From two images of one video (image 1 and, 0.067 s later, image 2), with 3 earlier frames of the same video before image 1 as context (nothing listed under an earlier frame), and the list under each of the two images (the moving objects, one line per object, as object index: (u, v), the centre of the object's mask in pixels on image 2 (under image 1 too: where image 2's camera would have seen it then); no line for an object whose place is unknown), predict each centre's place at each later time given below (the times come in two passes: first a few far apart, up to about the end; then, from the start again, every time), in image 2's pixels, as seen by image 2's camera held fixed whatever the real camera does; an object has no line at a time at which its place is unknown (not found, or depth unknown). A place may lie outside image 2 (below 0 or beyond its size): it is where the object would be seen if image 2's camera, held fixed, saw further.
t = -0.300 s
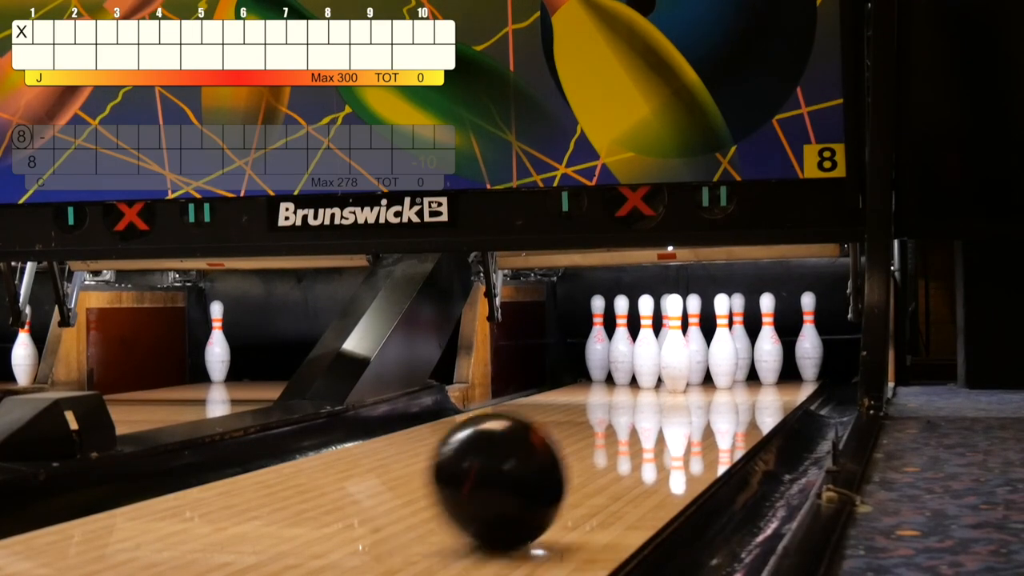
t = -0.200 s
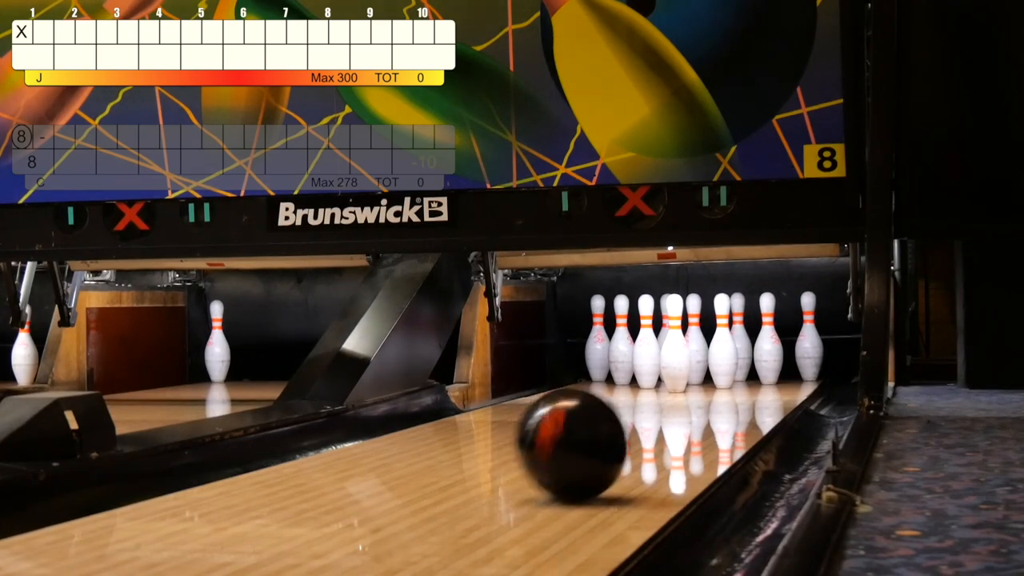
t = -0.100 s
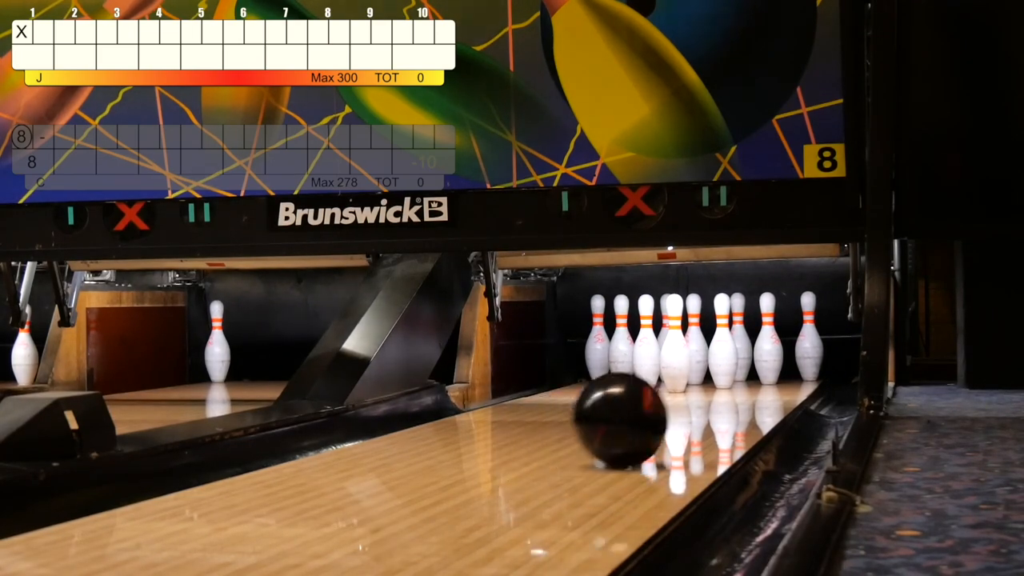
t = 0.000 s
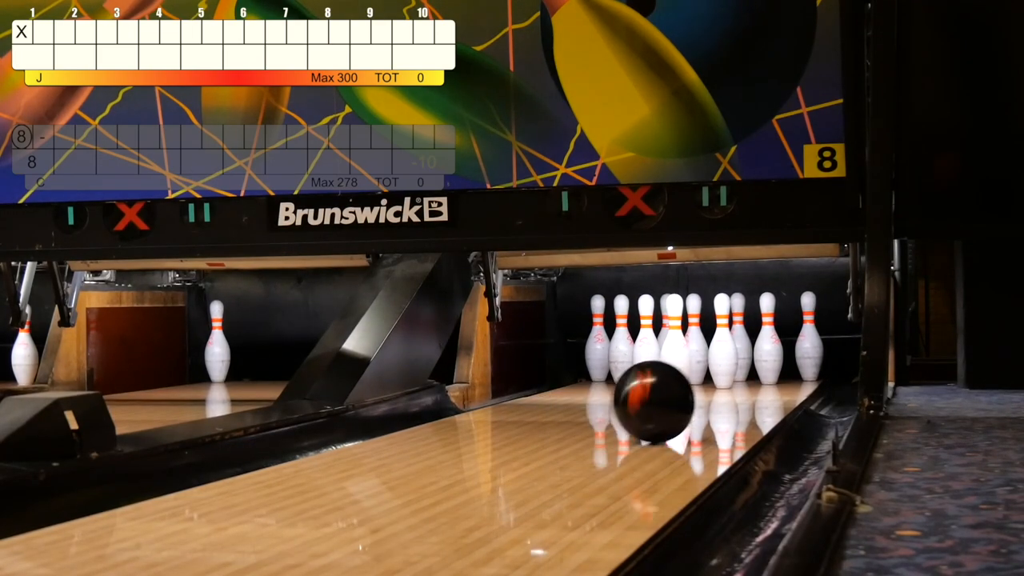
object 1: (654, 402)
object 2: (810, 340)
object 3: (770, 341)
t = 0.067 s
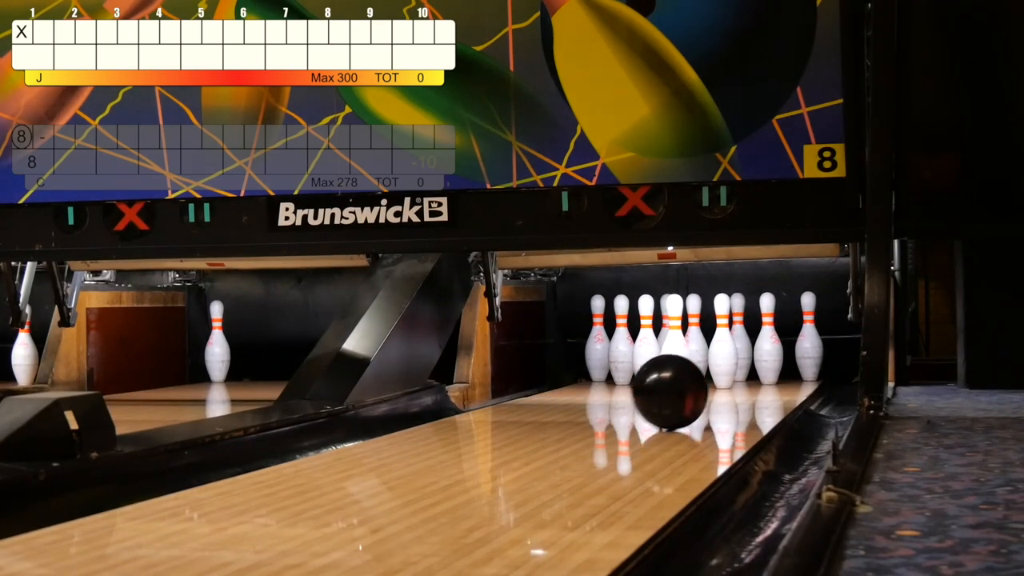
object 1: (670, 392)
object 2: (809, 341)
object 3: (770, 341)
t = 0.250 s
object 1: (700, 372)
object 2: (810, 340)
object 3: (770, 341)
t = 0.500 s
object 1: (741, 359)
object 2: (809, 340)
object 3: (779, 342)
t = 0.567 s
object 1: (744, 358)
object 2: (820, 330)
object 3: (804, 338)
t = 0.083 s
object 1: (674, 390)
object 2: (810, 340)
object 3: (770, 341)
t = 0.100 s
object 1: (677, 387)
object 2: (810, 340)
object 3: (770, 341)
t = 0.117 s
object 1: (680, 385)
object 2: (809, 341)
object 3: (770, 341)
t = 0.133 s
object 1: (683, 384)
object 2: (810, 340)
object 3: (770, 341)
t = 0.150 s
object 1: (686, 382)
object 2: (810, 340)
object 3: (770, 341)
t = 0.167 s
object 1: (689, 380)
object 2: (809, 341)
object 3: (770, 341)
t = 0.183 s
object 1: (691, 379)
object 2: (810, 340)
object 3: (770, 341)
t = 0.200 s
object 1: (693, 377)
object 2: (810, 340)
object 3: (770, 341)
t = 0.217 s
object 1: (696, 376)
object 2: (809, 341)
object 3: (770, 341)
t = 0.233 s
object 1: (698, 374)
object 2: (810, 340)
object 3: (770, 341)
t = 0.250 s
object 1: (700, 372)
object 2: (810, 340)
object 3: (770, 341)
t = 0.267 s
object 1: (702, 371)
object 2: (809, 341)
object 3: (770, 341)
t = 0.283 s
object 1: (704, 370)
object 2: (810, 340)
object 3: (770, 341)
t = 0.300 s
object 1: (706, 369)
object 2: (810, 340)
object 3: (770, 341)
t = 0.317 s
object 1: (708, 368)
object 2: (809, 341)
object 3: (770, 341)
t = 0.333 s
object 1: (709, 366)
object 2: (810, 340)
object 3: (770, 341)
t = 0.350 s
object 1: (711, 366)
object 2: (809, 341)
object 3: (770, 341)
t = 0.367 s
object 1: (714, 364)
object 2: (810, 340)
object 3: (770, 341)
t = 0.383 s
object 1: (718, 364)
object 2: (809, 341)
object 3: (770, 341)
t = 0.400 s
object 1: (722, 363)
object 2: (810, 340)
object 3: (770, 341)
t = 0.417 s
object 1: (726, 362)
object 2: (809, 341)
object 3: (768, 343)
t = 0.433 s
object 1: (730, 361)
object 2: (810, 340)
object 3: (769, 343)
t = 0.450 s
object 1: (734, 361)
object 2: (809, 341)
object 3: (769, 342)
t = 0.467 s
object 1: (737, 361)
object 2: (810, 340)
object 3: (770, 340)
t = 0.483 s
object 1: (741, 360)
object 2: (809, 341)
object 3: (772, 341)
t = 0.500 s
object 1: (741, 359)
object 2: (809, 340)
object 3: (779, 342)
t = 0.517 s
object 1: (742, 359)
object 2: (812, 334)
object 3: (788, 341)
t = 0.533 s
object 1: (743, 358)
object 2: (814, 334)
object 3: (794, 342)
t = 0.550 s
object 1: (744, 358)
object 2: (817, 330)
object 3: (799, 340)
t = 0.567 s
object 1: (744, 358)
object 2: (820, 330)
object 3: (804, 338)
